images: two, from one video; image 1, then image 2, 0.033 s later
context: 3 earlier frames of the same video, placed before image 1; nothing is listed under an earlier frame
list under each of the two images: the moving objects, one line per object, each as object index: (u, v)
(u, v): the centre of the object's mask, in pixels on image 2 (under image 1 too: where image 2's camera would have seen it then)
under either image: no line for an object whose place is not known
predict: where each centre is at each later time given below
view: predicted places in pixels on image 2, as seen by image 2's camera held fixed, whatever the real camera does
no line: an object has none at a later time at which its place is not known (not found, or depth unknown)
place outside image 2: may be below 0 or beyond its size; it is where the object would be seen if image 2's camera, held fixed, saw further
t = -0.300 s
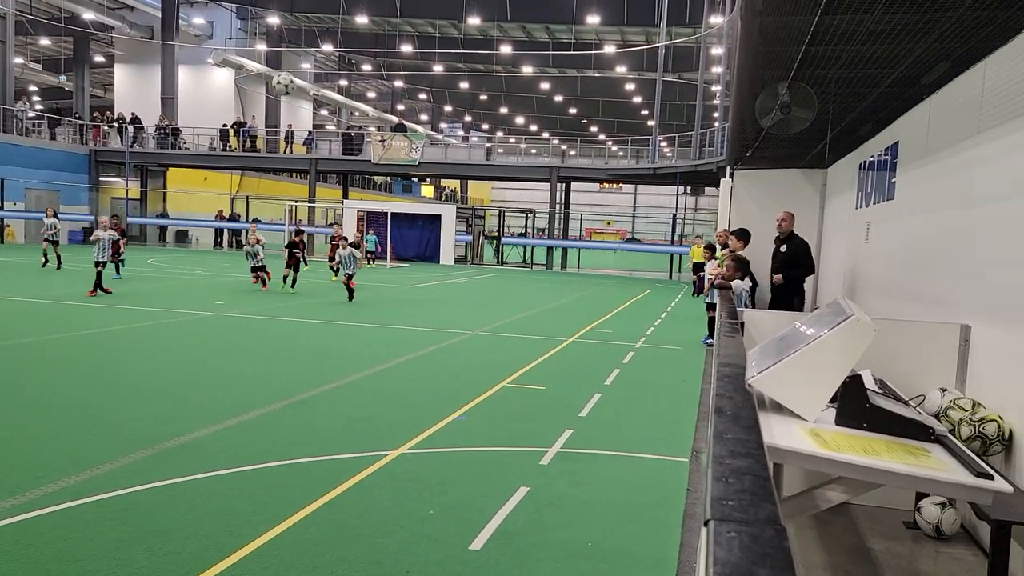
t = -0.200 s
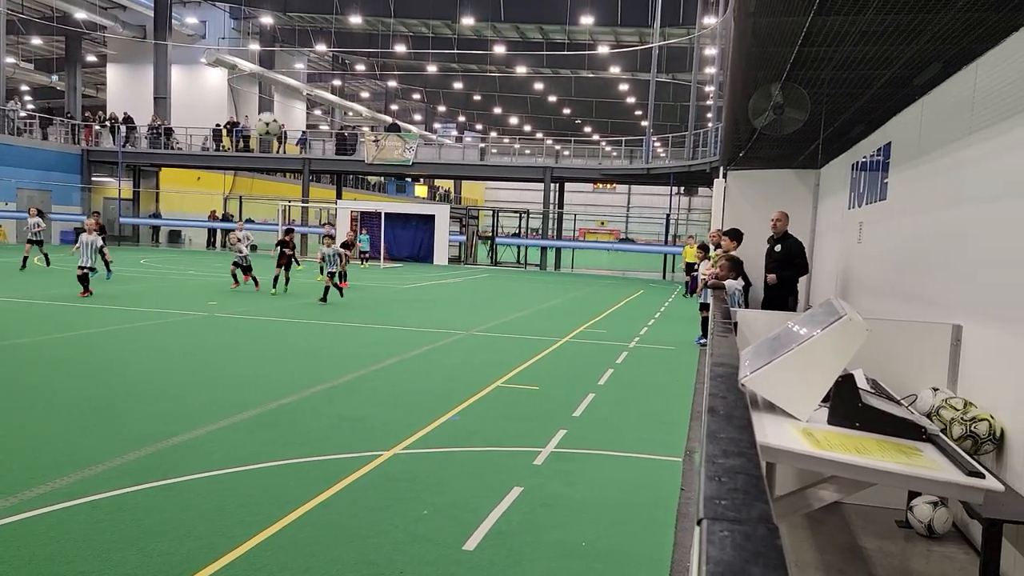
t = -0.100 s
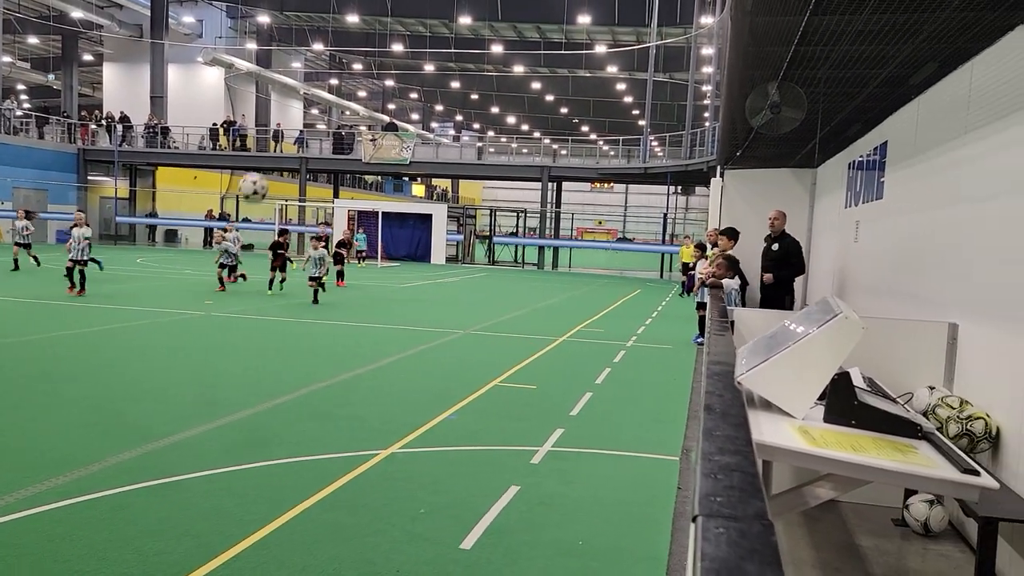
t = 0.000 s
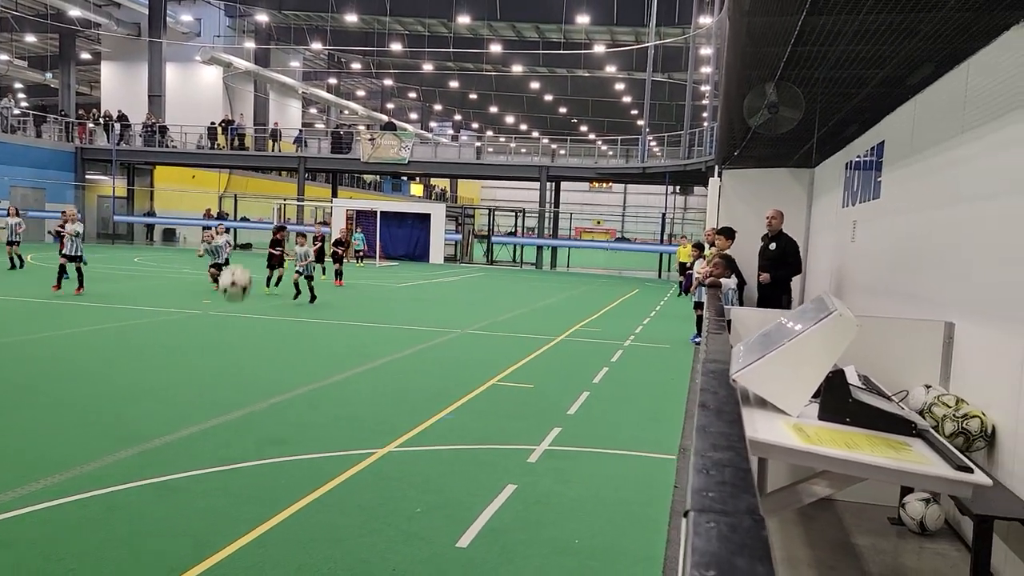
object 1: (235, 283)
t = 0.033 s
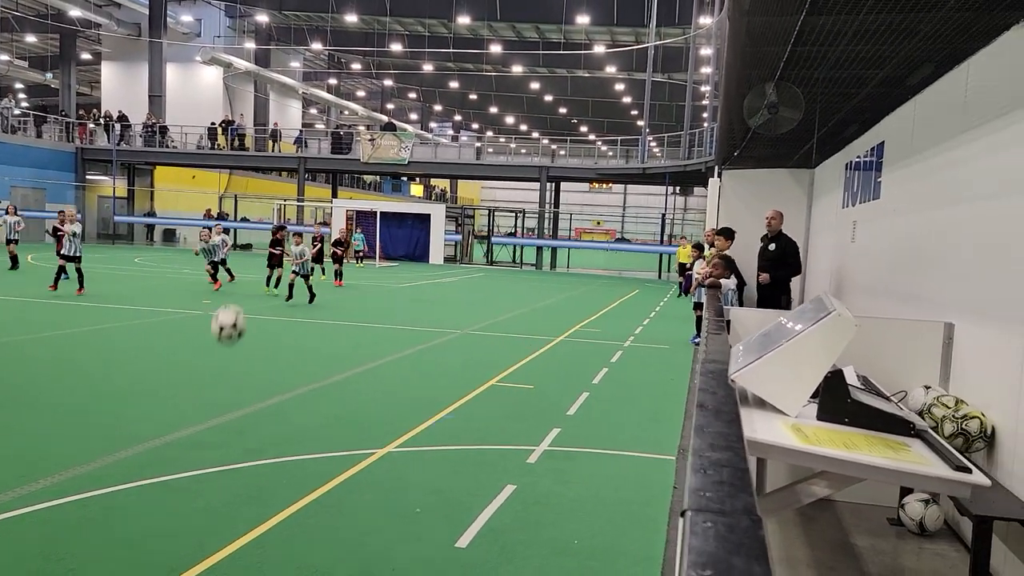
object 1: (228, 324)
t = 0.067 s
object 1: (222, 371)
